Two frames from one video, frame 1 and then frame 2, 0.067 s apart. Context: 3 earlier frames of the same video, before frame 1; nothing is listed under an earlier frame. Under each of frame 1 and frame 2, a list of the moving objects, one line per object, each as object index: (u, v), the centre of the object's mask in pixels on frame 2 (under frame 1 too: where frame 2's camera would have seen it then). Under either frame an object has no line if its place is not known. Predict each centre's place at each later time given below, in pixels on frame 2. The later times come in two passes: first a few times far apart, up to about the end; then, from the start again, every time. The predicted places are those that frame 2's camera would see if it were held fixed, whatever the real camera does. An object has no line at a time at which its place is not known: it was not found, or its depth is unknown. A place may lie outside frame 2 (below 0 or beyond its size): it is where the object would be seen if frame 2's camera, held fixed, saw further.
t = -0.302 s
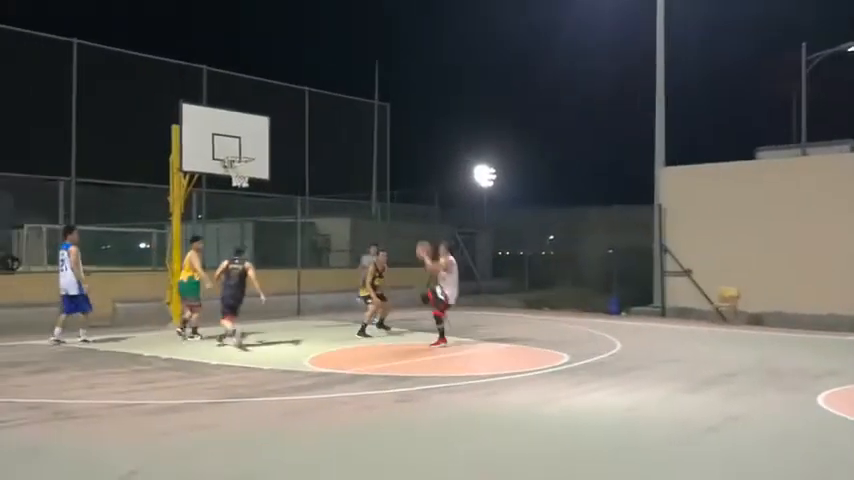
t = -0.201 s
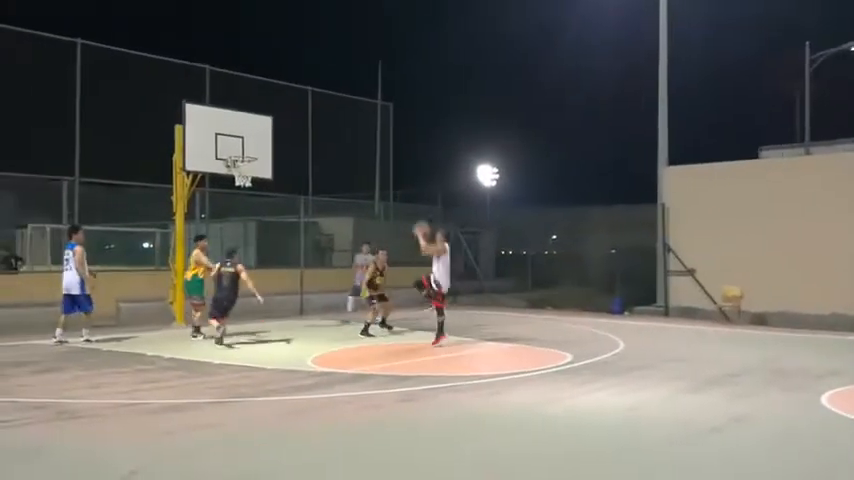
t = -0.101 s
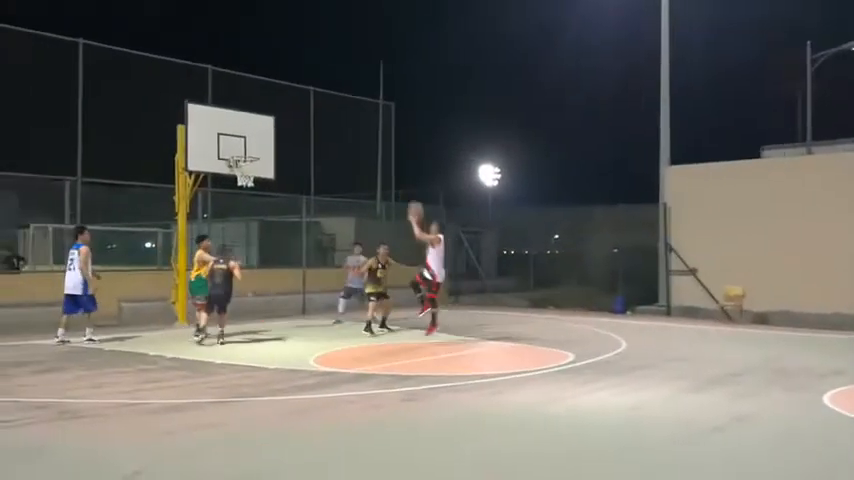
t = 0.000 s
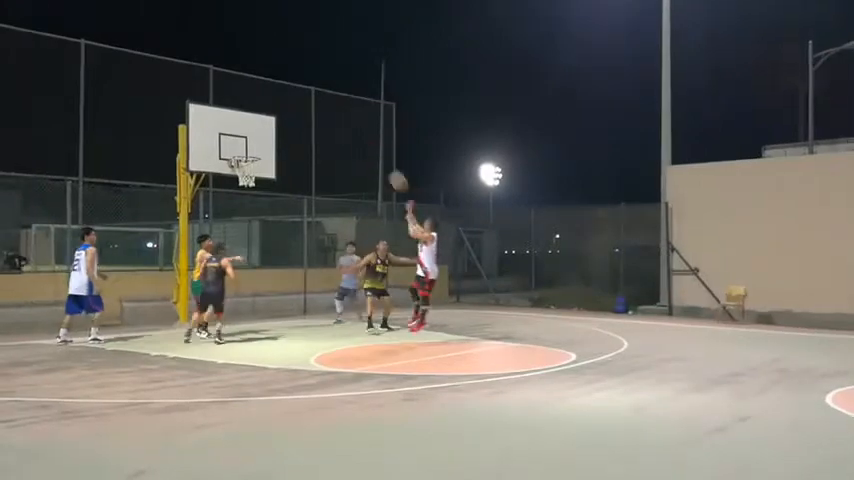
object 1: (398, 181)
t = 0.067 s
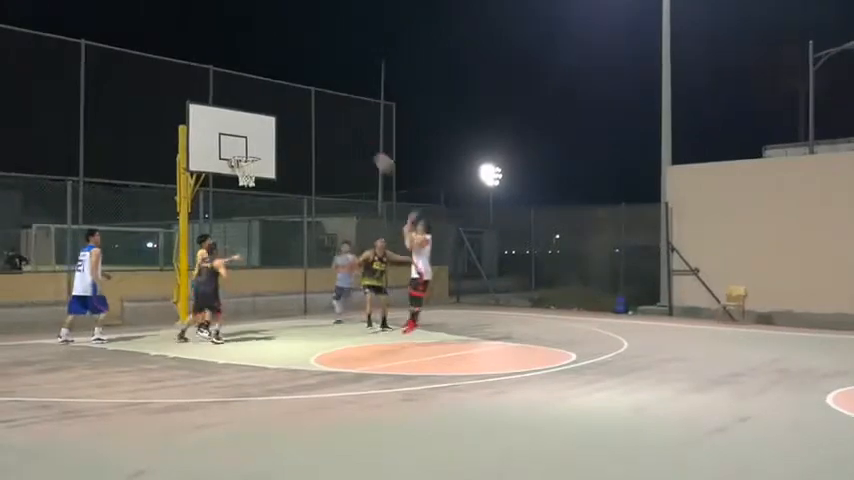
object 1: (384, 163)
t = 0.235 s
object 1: (350, 130)
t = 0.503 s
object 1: (299, 113)
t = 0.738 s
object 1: (256, 132)
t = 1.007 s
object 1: (233, 135)
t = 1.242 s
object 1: (242, 128)
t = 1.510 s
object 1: (253, 151)
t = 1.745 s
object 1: (239, 146)
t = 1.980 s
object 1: (244, 148)
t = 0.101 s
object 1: (376, 154)
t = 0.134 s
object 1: (370, 148)
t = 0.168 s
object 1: (363, 141)
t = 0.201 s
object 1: (357, 134)
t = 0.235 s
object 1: (350, 130)
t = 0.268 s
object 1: (343, 125)
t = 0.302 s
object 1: (337, 121)
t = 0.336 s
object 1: (331, 118)
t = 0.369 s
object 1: (324, 116)
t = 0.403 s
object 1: (318, 114)
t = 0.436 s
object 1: (312, 113)
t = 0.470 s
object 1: (305, 112)
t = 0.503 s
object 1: (299, 113)
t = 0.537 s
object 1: (293, 113)
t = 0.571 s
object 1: (287, 115)
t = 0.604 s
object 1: (281, 117)
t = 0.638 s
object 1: (275, 119)
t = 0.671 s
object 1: (268, 122)
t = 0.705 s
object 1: (262, 127)
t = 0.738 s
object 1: (256, 132)
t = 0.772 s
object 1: (250, 135)
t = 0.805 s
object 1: (245, 142)
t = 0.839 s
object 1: (238, 149)
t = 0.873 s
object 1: (235, 149)
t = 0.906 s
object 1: (234, 144)
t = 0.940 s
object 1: (234, 141)
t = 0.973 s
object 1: (233, 138)
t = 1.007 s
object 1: (233, 135)
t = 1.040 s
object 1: (232, 133)
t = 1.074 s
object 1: (233, 131)
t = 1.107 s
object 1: (233, 131)
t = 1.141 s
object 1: (236, 129)
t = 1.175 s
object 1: (238, 128)
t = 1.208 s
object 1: (239, 128)
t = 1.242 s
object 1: (242, 128)
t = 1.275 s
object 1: (243, 129)
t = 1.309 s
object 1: (245, 131)
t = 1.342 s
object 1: (247, 134)
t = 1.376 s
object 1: (249, 136)
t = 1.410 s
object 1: (251, 140)
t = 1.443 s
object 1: (253, 144)
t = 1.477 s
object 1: (254, 149)
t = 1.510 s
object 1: (253, 151)
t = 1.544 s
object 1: (249, 151)
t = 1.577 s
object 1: (245, 151)
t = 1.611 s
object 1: (240, 152)
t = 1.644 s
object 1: (239, 151)
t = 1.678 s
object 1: (238, 151)
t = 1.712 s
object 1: (239, 149)
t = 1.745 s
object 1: (239, 146)
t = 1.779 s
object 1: (239, 145)
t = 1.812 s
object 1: (240, 144)
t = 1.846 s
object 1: (241, 144)
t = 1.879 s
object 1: (241, 144)
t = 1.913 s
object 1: (241, 144)
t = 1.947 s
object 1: (243, 145)
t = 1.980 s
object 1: (244, 148)
